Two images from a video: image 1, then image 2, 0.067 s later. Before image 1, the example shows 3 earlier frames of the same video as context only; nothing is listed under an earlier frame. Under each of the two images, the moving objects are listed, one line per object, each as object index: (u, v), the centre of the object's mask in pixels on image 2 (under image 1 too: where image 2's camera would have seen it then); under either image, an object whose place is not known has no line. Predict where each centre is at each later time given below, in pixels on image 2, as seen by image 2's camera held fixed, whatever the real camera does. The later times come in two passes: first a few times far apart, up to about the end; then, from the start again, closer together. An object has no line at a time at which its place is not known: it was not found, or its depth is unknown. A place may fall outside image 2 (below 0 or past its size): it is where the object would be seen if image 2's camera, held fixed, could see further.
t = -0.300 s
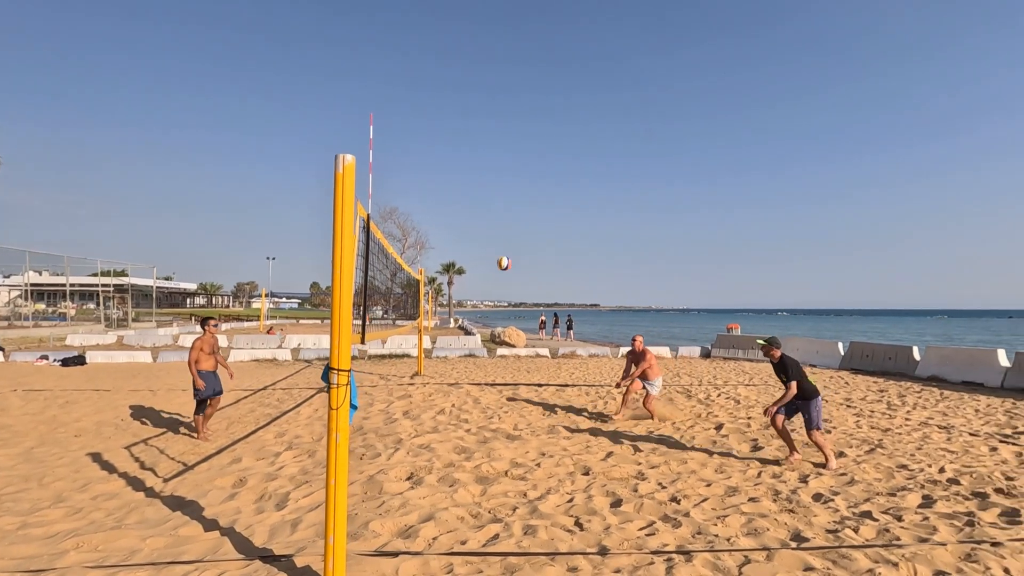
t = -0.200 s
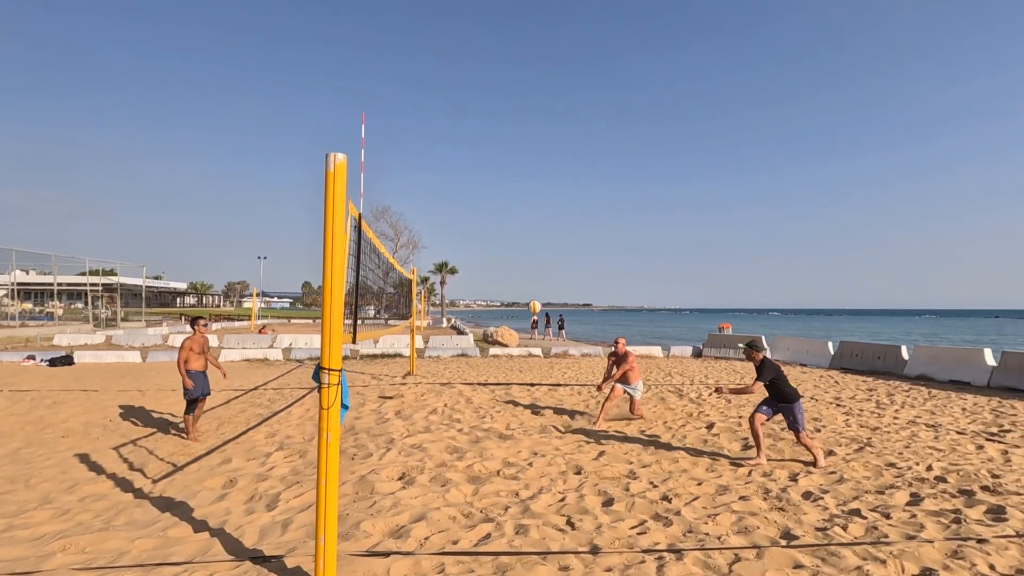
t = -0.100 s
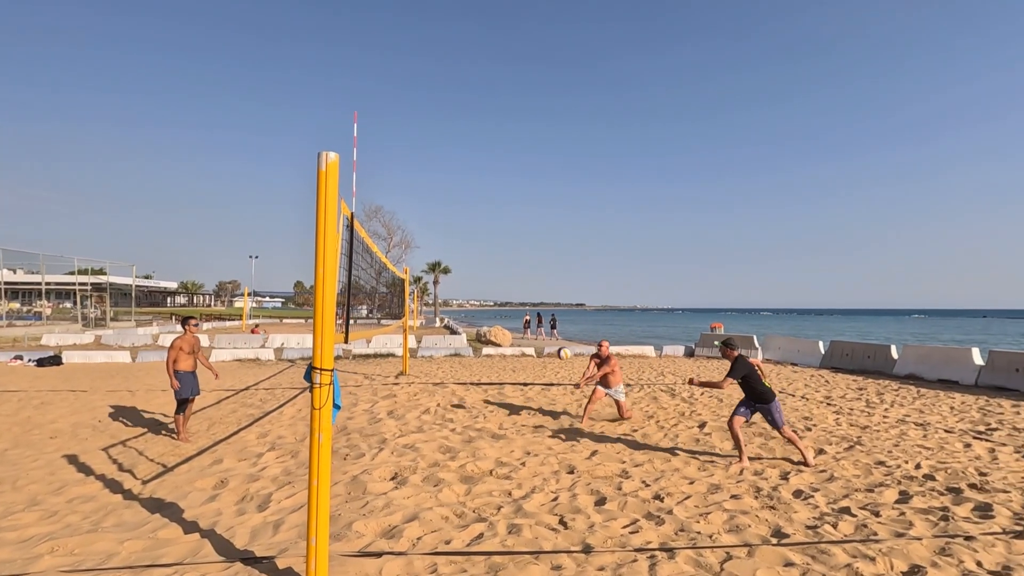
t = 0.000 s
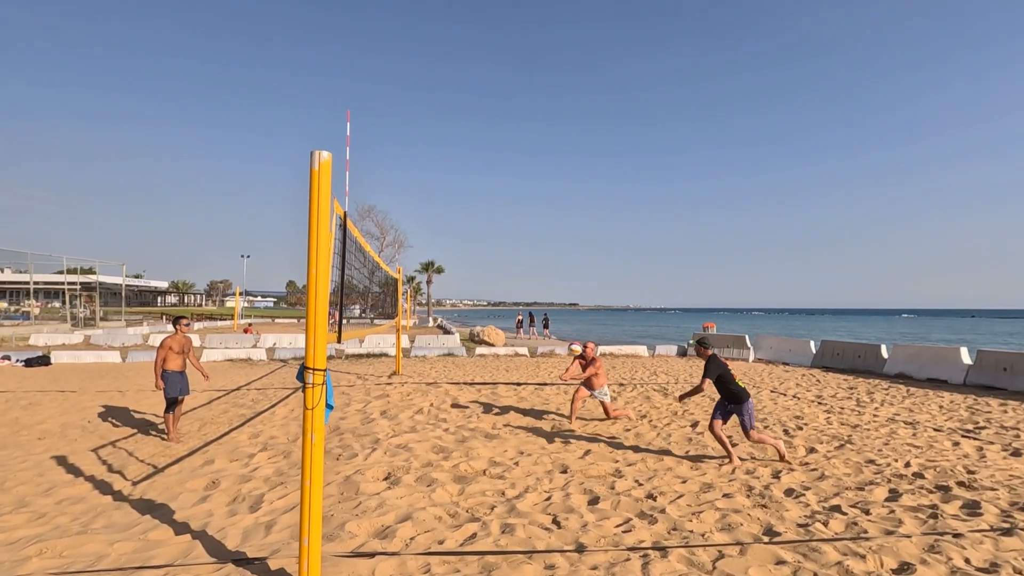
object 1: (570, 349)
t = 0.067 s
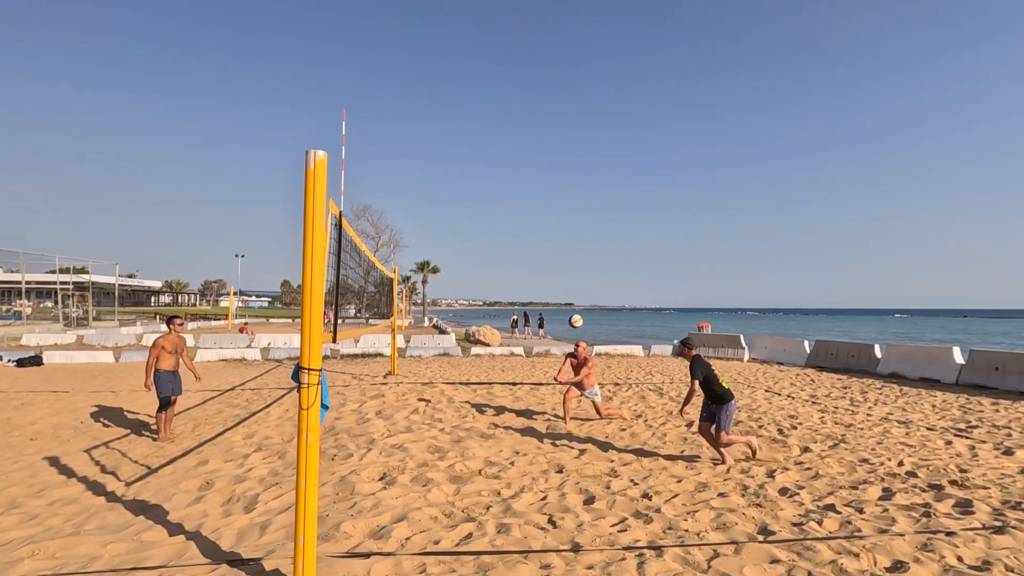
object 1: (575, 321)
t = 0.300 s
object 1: (595, 243)
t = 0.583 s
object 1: (625, 188)
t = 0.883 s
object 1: (665, 190)
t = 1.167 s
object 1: (709, 266)
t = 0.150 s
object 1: (582, 290)
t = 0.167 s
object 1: (583, 285)
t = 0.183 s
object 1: (584, 279)
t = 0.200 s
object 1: (586, 273)
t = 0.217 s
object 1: (587, 267)
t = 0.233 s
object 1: (589, 262)
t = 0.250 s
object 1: (591, 257)
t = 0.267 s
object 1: (592, 252)
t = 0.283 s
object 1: (594, 247)
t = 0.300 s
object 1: (595, 243)
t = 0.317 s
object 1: (596, 238)
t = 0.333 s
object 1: (598, 234)
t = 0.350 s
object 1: (600, 230)
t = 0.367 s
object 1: (601, 225)
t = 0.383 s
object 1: (603, 221)
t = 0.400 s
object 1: (605, 218)
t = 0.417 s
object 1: (607, 214)
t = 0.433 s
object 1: (609, 211)
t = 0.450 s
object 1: (610, 208)
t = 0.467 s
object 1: (612, 205)
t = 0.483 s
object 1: (614, 202)
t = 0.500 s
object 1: (616, 199)
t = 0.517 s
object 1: (617, 197)
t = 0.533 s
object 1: (619, 194)
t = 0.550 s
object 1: (621, 192)
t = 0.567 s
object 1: (623, 189)
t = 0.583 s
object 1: (625, 188)
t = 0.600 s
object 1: (627, 186)
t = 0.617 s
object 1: (629, 185)
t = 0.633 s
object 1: (631, 184)
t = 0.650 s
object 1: (633, 183)
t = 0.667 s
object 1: (636, 182)
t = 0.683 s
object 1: (638, 181)
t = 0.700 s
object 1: (640, 180)
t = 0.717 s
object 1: (642, 180)
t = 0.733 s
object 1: (644, 180)
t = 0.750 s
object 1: (647, 180)
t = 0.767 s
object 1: (649, 181)
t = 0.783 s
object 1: (651, 181)
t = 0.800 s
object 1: (653, 182)
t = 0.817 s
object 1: (656, 183)
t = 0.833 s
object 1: (658, 185)
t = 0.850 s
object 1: (660, 186)
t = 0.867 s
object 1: (662, 188)
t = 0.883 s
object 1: (665, 190)
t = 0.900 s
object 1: (667, 192)
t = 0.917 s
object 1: (670, 195)
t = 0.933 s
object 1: (672, 197)
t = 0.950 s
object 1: (675, 201)
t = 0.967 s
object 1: (677, 204)
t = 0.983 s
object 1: (680, 208)
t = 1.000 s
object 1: (682, 211)
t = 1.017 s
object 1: (685, 216)
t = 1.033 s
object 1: (687, 220)
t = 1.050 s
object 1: (690, 224)
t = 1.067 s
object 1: (693, 229)
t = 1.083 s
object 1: (696, 235)
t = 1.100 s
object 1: (699, 240)
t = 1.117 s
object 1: (701, 246)
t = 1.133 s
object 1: (704, 252)
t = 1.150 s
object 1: (707, 259)
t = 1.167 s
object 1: (709, 266)
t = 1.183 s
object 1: (712, 273)
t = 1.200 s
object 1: (715, 280)
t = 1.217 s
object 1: (718, 288)
